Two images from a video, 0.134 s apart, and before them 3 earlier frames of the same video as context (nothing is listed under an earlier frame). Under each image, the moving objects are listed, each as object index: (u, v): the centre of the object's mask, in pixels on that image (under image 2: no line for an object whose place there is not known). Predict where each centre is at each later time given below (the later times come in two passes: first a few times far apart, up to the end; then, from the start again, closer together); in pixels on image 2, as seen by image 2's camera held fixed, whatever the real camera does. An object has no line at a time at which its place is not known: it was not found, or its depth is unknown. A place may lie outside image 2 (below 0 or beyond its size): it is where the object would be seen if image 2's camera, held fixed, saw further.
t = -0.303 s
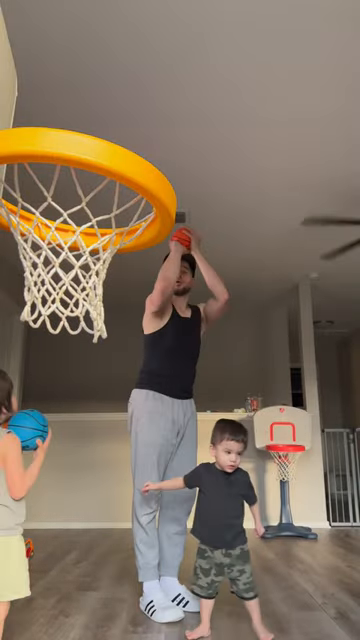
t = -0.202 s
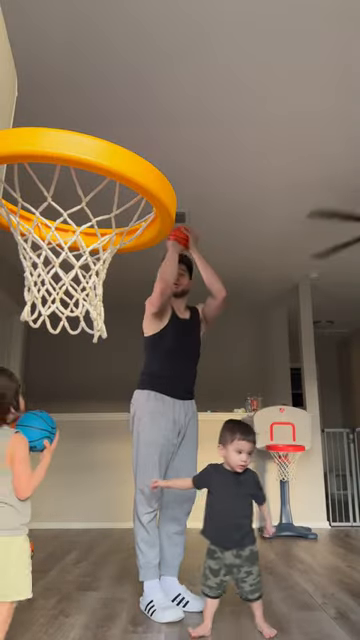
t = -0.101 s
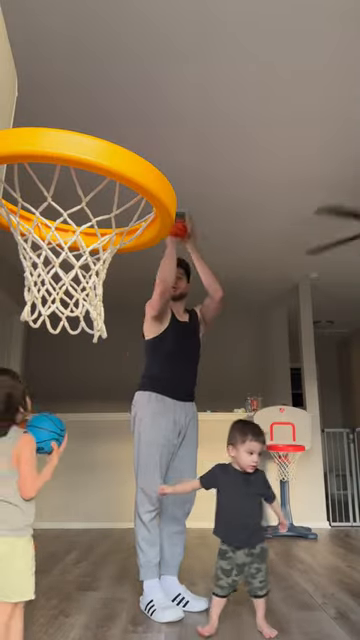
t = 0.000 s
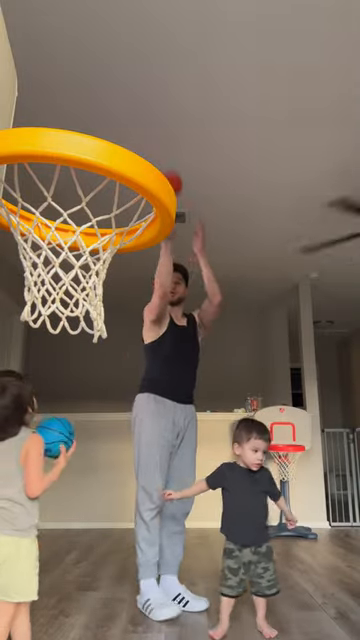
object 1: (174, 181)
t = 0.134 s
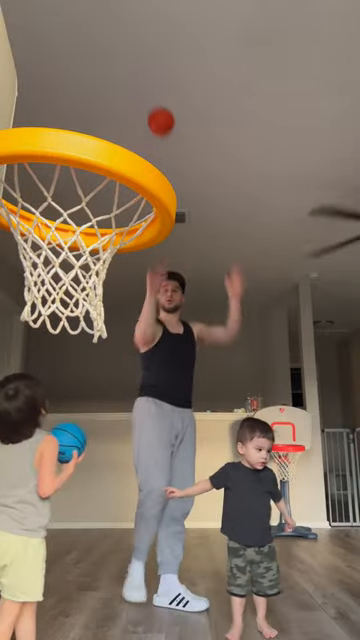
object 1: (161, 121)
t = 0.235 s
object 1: (152, 86)
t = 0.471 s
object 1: (117, 74)
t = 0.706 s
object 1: (38, 270)
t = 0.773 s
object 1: (33, 344)
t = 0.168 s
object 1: (158, 108)
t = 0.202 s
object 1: (155, 96)
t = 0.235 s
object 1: (152, 86)
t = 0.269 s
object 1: (148, 78)
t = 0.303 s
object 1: (144, 71)
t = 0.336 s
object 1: (140, 67)
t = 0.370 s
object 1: (135, 65)
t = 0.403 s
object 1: (130, 65)
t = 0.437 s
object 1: (123, 68)
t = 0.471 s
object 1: (117, 74)
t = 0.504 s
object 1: (108, 85)
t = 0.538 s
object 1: (98, 102)
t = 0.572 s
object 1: (90, 118)
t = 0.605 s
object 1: (68, 182)
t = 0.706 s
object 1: (38, 270)
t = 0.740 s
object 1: (36, 304)
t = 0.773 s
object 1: (33, 344)
